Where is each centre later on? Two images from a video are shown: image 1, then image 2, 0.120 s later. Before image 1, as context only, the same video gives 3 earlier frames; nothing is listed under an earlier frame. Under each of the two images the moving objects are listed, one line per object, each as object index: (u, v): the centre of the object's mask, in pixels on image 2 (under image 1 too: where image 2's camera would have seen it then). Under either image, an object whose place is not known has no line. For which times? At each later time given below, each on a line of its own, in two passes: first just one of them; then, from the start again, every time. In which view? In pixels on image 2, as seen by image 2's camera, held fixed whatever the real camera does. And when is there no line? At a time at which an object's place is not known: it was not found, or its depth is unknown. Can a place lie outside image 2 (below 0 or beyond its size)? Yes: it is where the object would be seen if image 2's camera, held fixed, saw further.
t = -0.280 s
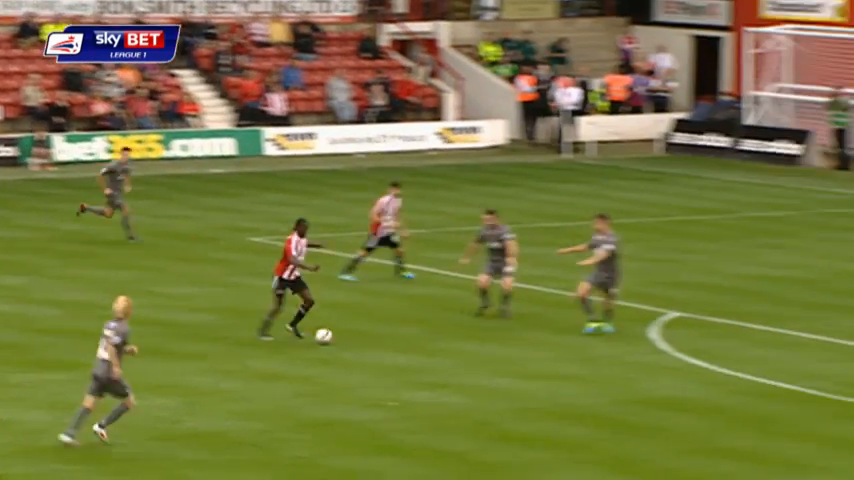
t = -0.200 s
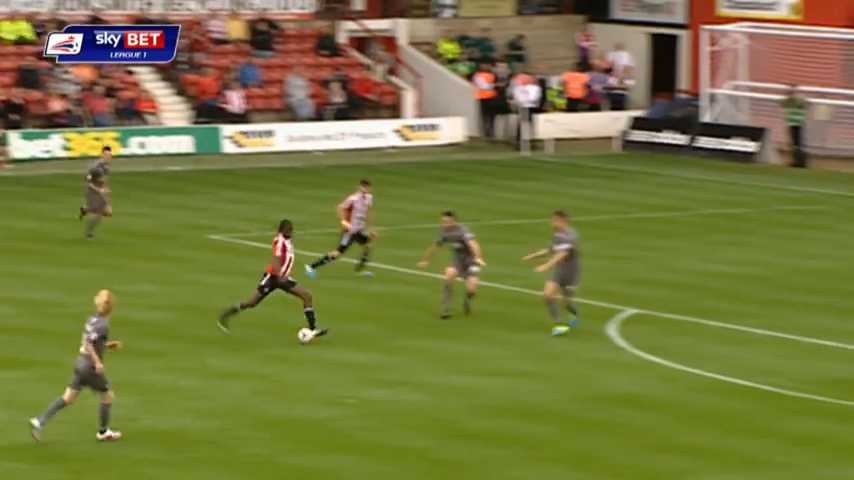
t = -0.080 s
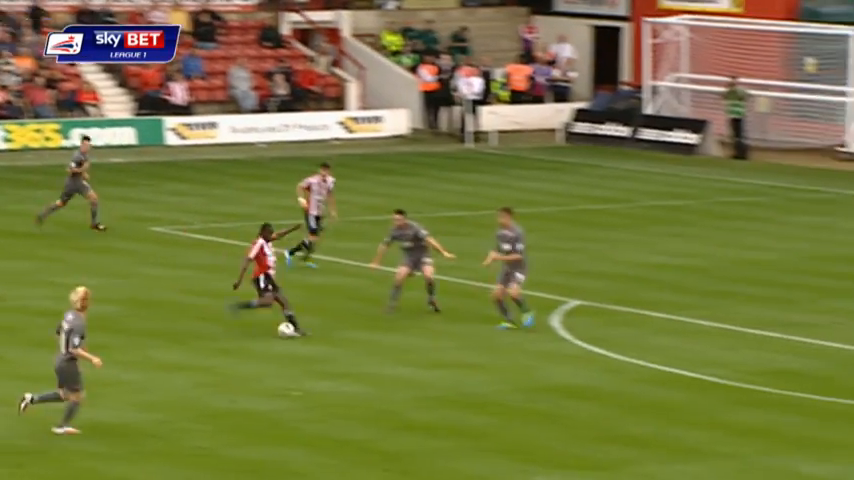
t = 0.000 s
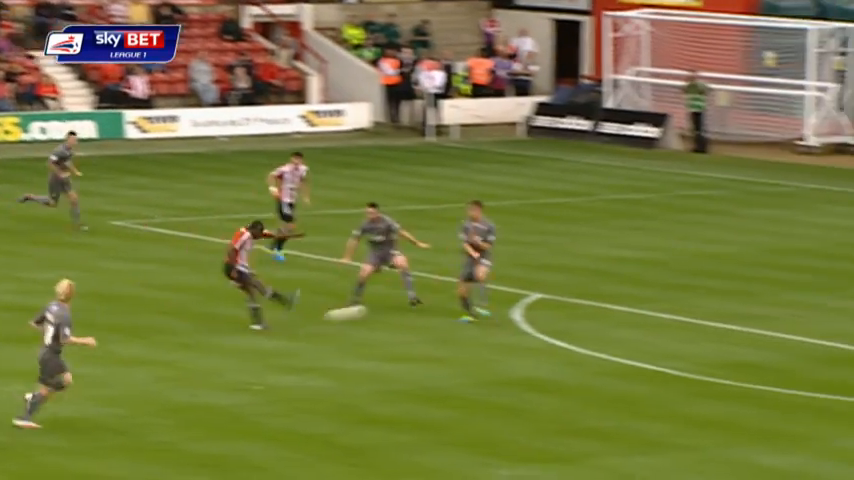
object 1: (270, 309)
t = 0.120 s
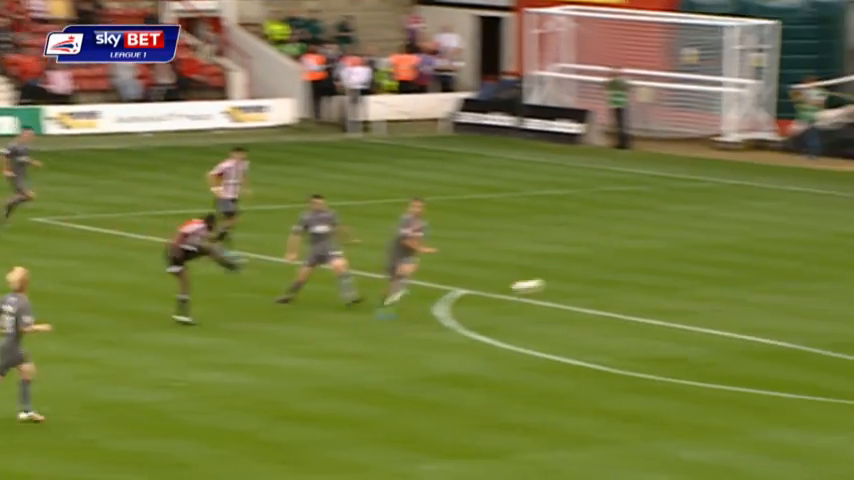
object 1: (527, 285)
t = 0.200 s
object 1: (688, 278)
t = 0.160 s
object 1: (609, 281)
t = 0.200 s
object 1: (688, 278)
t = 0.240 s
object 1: (765, 275)
